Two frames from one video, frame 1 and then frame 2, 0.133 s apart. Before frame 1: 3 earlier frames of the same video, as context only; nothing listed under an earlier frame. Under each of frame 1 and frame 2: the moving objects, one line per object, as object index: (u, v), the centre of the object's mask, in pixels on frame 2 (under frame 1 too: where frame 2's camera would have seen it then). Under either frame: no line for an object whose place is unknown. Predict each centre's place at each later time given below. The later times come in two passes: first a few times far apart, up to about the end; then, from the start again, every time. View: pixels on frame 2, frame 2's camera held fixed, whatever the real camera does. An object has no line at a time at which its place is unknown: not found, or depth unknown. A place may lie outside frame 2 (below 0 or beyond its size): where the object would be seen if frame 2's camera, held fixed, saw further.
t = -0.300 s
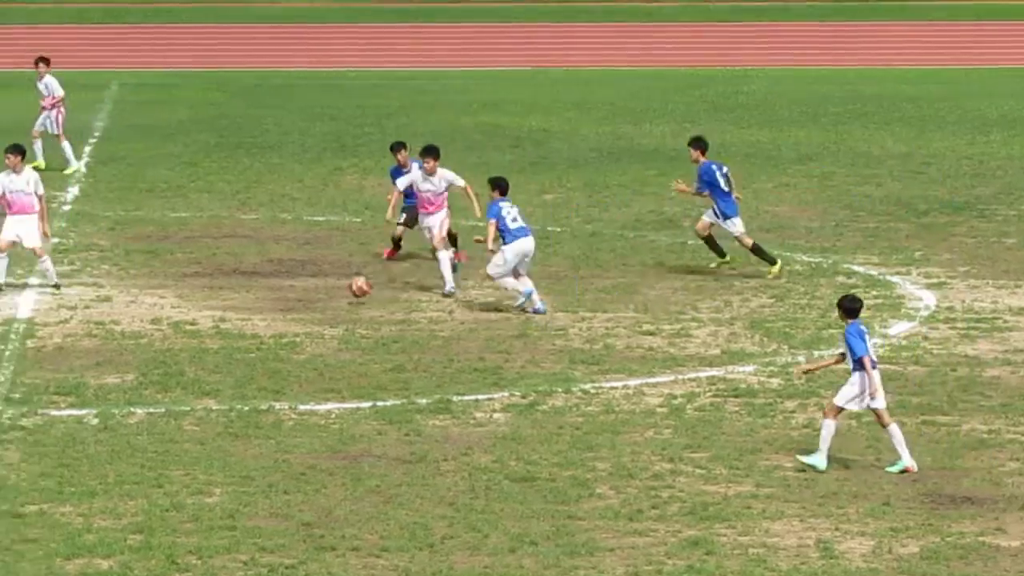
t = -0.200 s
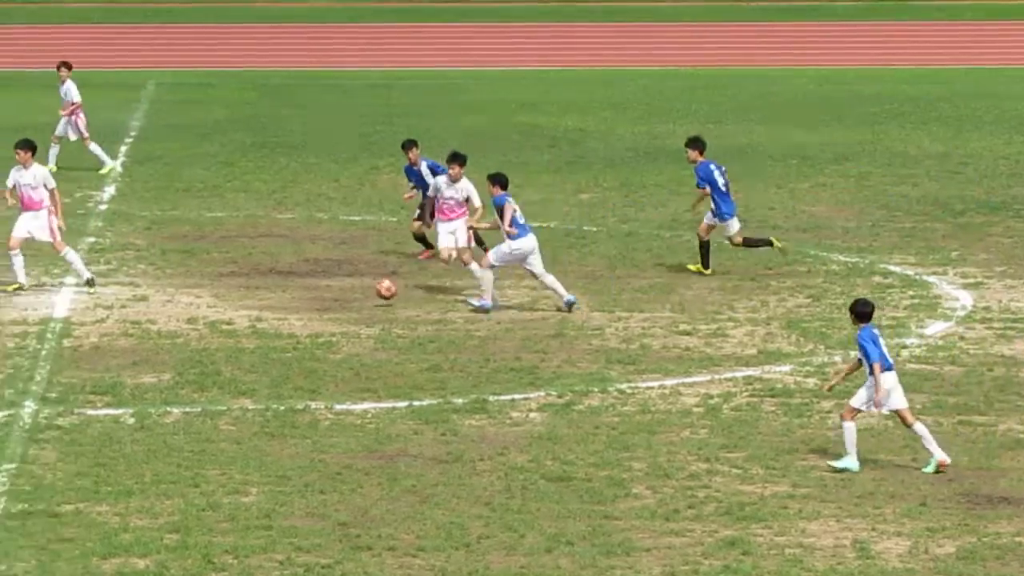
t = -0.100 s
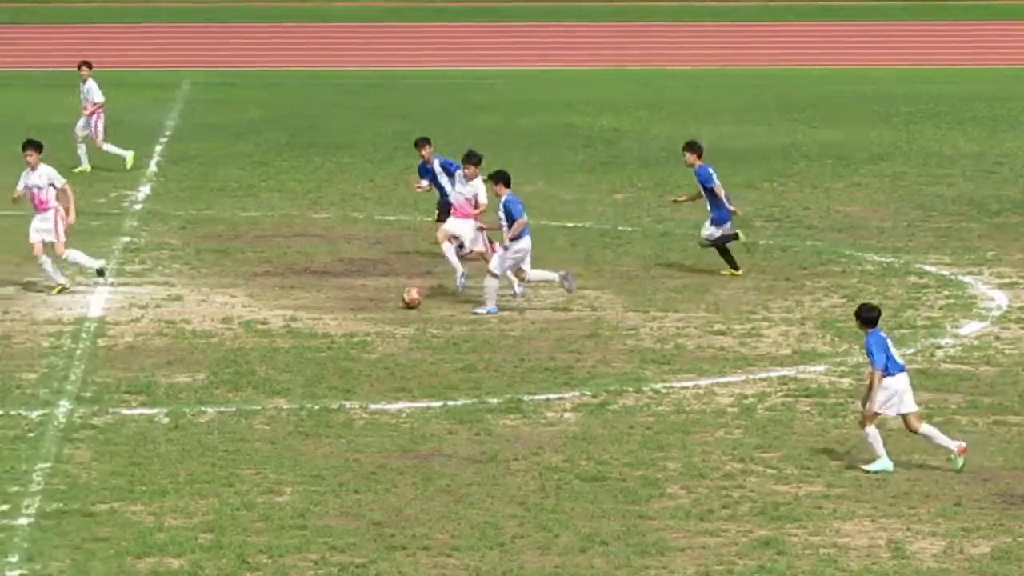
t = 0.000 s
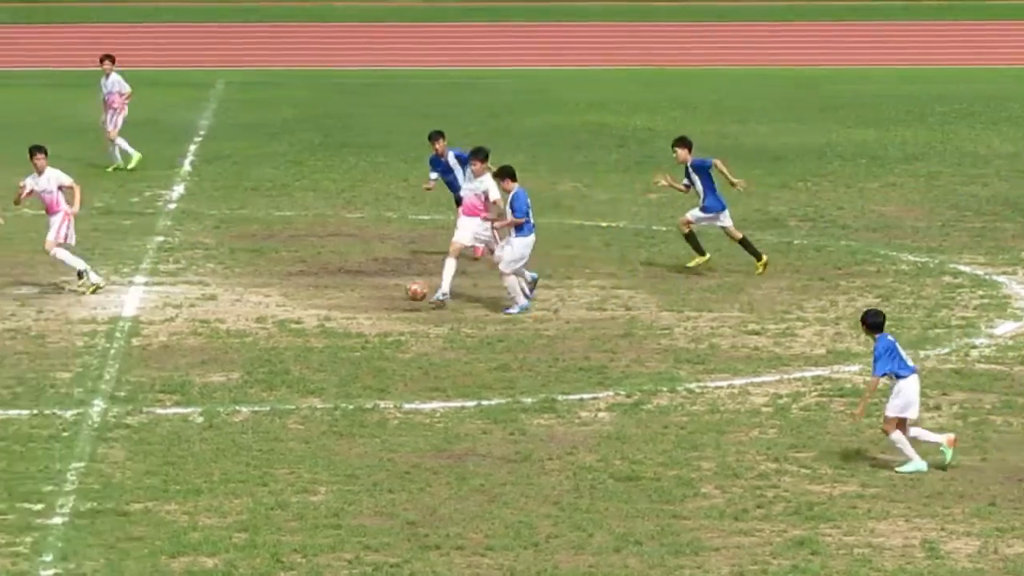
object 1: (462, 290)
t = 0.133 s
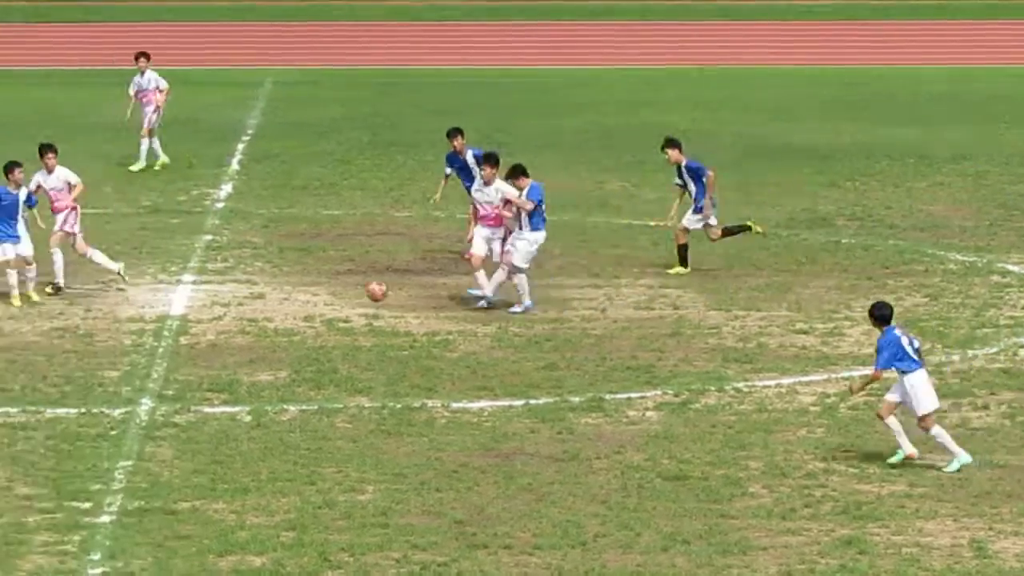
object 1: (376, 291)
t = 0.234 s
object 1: (311, 304)
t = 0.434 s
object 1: (202, 305)
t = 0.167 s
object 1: (356, 294)
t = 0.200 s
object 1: (333, 298)
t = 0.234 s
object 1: (311, 304)
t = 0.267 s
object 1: (289, 311)
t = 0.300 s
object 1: (267, 317)
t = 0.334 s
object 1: (250, 315)
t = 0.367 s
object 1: (234, 311)
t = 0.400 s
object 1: (218, 307)
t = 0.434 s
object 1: (202, 305)
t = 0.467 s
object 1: (186, 305)
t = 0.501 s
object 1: (169, 305)
